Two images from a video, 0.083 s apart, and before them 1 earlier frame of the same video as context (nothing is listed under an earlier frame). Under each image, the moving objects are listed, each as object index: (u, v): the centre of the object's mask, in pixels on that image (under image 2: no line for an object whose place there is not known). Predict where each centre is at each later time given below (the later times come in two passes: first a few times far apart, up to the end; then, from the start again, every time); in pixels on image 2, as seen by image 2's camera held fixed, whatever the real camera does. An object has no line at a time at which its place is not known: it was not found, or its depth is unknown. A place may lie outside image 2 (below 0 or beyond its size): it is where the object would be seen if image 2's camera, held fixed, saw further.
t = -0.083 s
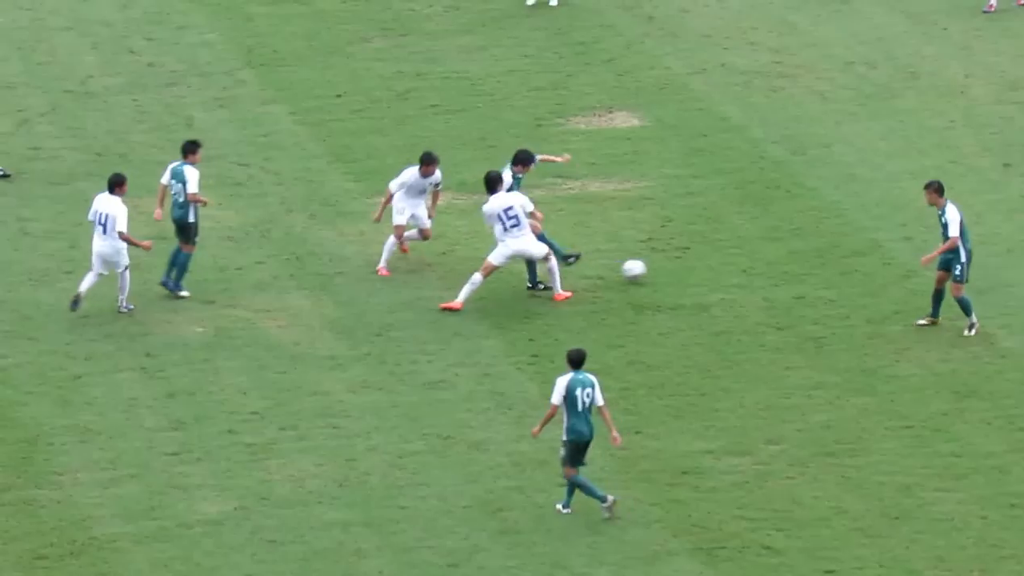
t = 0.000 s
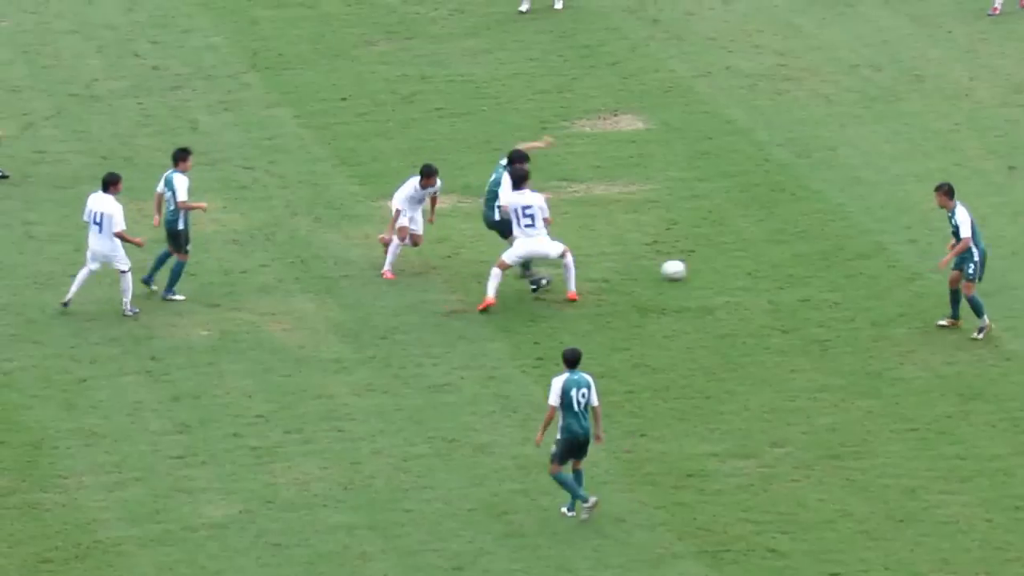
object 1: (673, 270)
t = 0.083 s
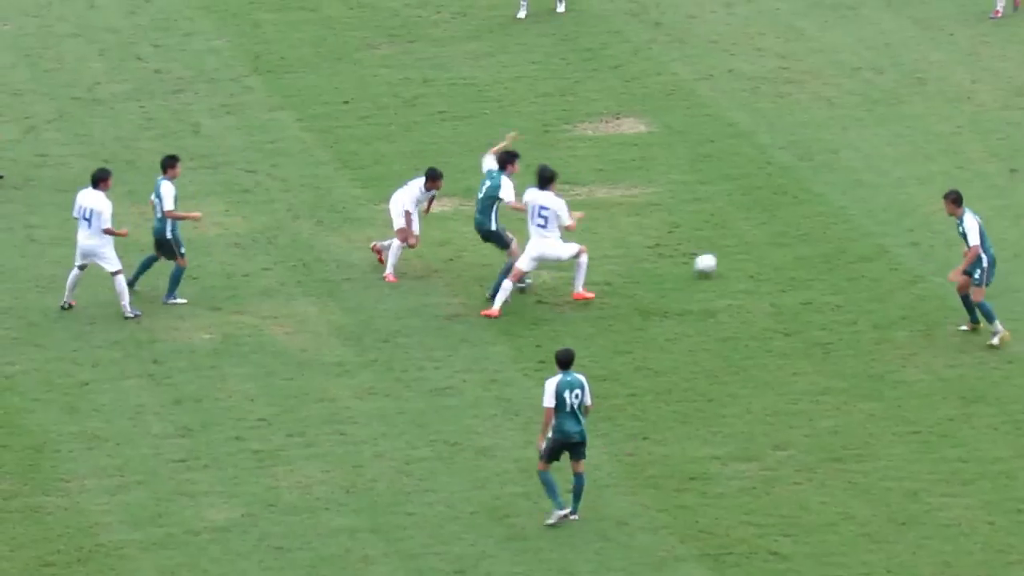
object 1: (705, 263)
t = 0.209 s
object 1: (747, 258)
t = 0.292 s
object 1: (772, 252)
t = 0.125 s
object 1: (719, 260)
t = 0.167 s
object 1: (734, 258)
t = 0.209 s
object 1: (747, 258)
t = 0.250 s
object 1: (761, 256)
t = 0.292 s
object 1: (772, 252)
